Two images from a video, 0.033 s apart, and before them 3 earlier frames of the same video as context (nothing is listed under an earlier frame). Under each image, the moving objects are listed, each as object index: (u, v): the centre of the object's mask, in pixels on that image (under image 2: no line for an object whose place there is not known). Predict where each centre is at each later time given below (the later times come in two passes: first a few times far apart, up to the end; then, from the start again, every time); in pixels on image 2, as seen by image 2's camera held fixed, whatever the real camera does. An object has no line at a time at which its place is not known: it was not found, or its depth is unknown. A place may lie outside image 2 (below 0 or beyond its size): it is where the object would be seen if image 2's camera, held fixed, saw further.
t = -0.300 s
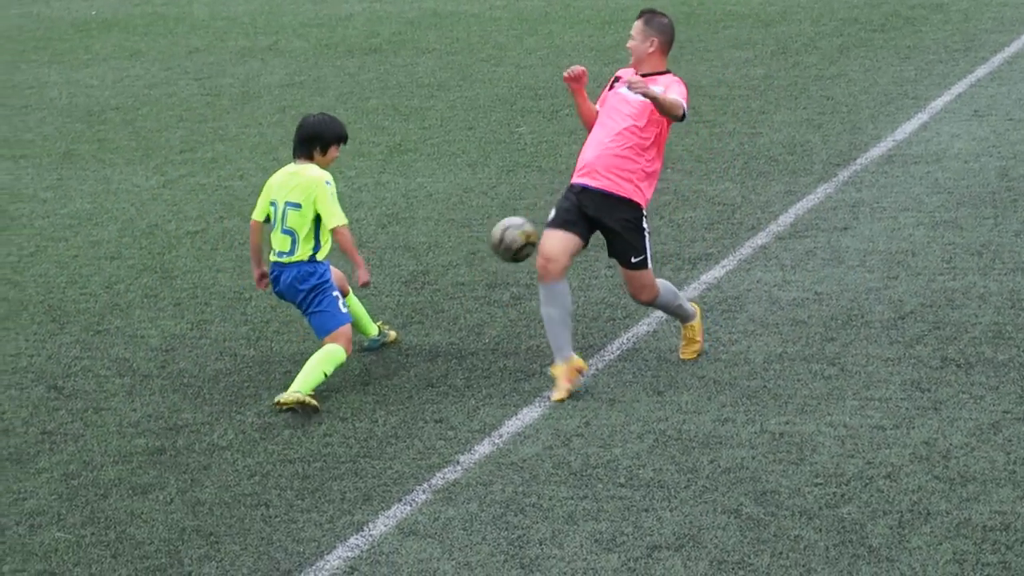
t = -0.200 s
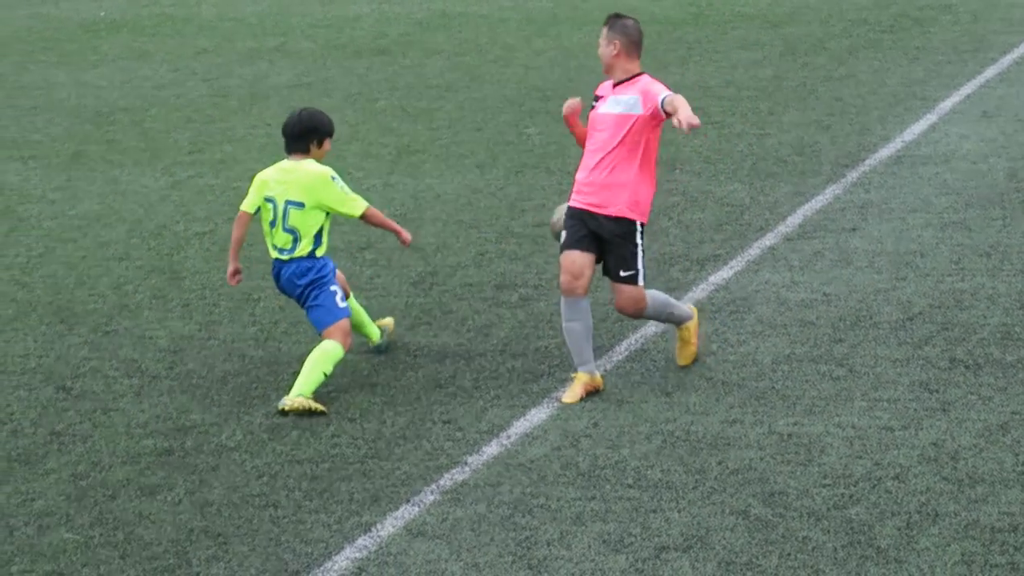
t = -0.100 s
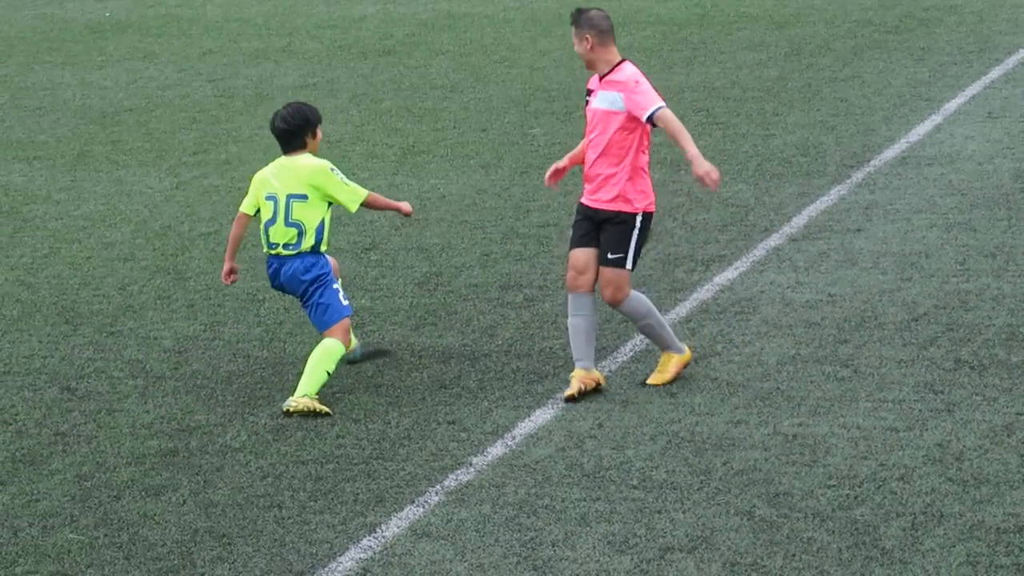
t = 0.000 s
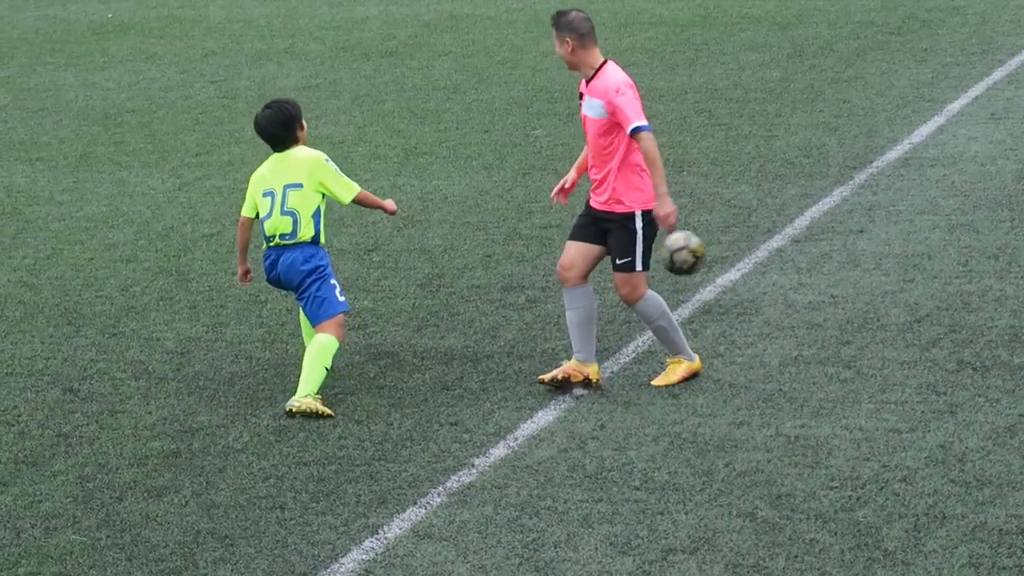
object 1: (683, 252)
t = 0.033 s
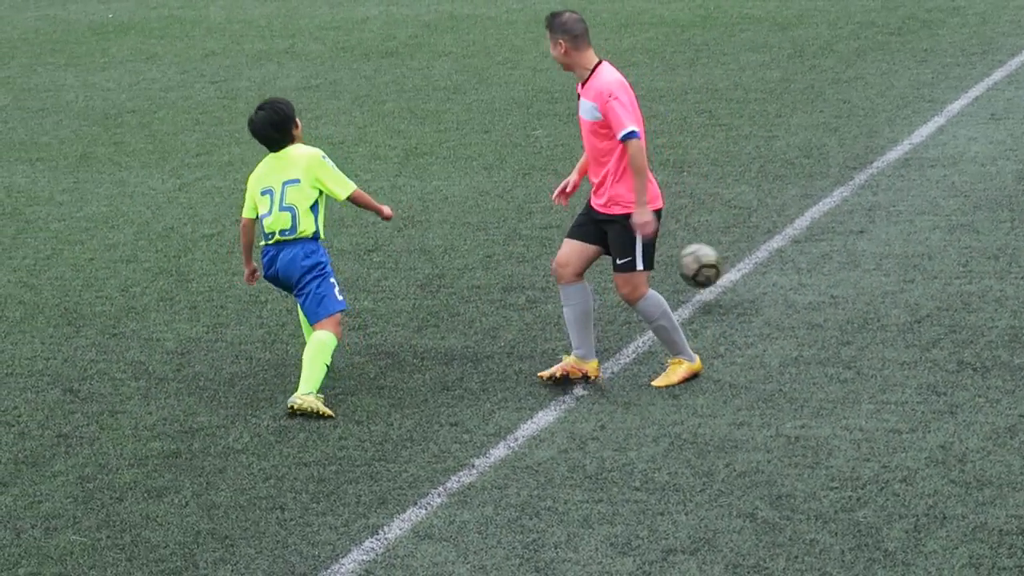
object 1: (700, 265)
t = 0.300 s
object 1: (823, 200)
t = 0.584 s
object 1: (946, 203)
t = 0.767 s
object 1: (1017, 172)
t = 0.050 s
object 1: (709, 272)
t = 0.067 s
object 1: (717, 280)
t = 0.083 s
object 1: (725, 274)
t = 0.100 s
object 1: (733, 264)
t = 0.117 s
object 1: (740, 256)
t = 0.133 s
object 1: (747, 248)
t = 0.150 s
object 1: (756, 240)
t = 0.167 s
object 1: (763, 234)
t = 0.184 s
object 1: (771, 228)
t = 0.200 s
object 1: (778, 222)
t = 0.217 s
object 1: (786, 217)
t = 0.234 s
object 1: (793, 213)
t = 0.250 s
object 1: (801, 209)
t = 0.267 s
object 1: (808, 205)
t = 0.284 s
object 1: (817, 202)
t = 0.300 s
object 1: (823, 200)
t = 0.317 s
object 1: (831, 198)
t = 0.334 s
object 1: (837, 197)
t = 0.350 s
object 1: (844, 196)
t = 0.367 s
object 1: (852, 196)
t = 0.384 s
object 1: (860, 196)
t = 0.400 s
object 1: (868, 196)
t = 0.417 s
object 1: (875, 198)
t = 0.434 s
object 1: (882, 199)
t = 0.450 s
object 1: (889, 202)
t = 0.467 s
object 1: (897, 205)
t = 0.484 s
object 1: (904, 208)
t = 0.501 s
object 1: (912, 212)
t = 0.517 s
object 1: (918, 217)
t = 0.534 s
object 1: (925, 222)
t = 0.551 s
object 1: (932, 217)
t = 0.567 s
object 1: (939, 209)
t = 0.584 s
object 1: (946, 203)
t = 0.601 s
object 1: (953, 198)
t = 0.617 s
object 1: (959, 193)
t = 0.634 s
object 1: (965, 189)
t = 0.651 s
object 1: (972, 185)
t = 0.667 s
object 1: (978, 181)
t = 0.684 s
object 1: (985, 179)
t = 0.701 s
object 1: (992, 176)
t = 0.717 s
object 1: (998, 174)
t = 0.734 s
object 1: (1003, 173)
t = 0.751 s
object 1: (1010, 173)
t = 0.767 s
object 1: (1017, 172)
